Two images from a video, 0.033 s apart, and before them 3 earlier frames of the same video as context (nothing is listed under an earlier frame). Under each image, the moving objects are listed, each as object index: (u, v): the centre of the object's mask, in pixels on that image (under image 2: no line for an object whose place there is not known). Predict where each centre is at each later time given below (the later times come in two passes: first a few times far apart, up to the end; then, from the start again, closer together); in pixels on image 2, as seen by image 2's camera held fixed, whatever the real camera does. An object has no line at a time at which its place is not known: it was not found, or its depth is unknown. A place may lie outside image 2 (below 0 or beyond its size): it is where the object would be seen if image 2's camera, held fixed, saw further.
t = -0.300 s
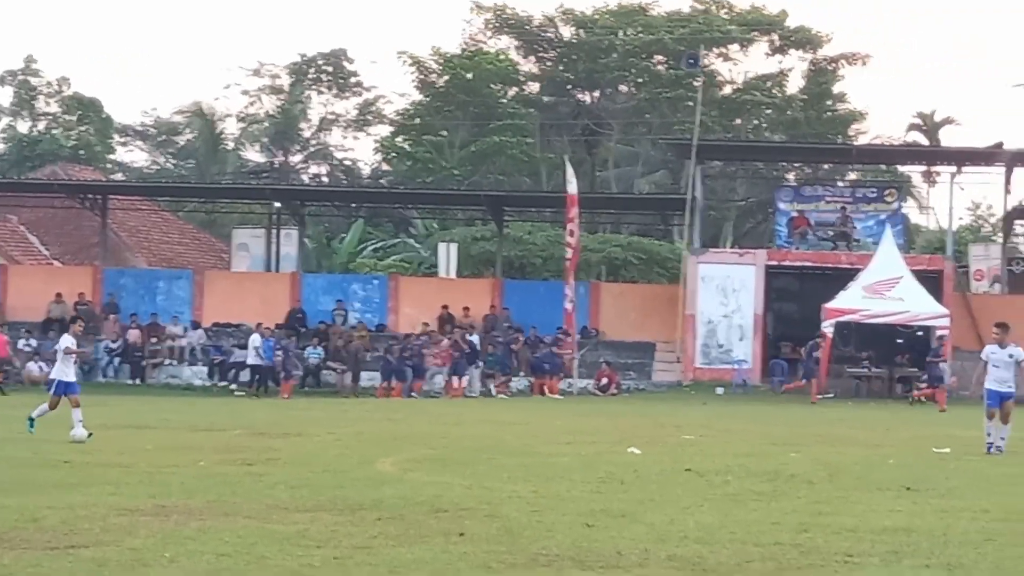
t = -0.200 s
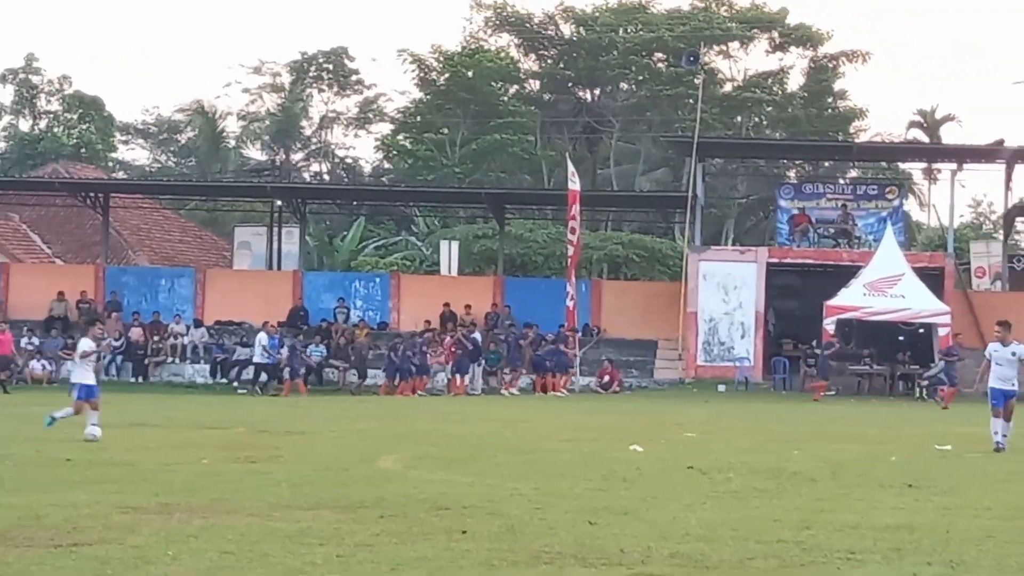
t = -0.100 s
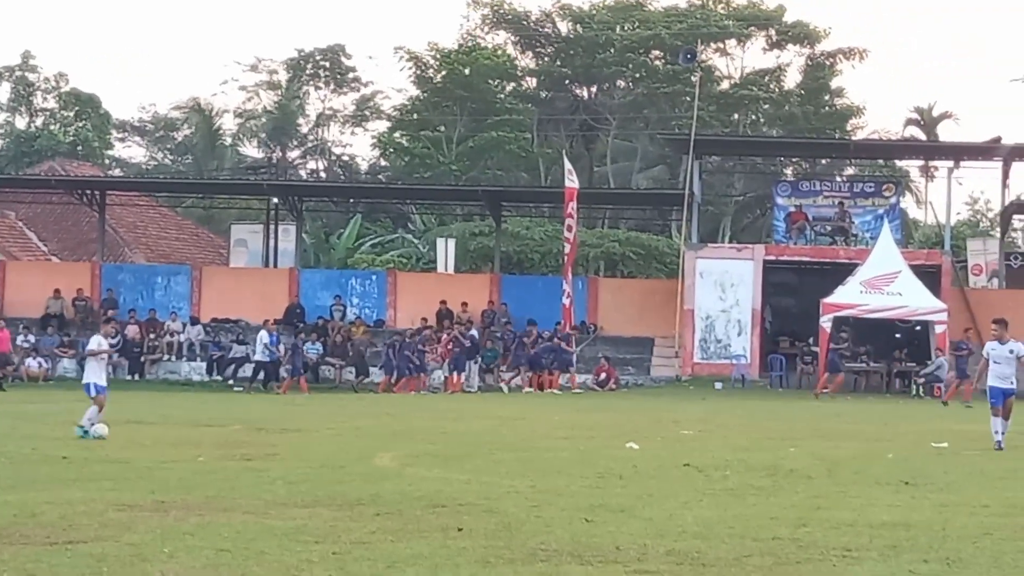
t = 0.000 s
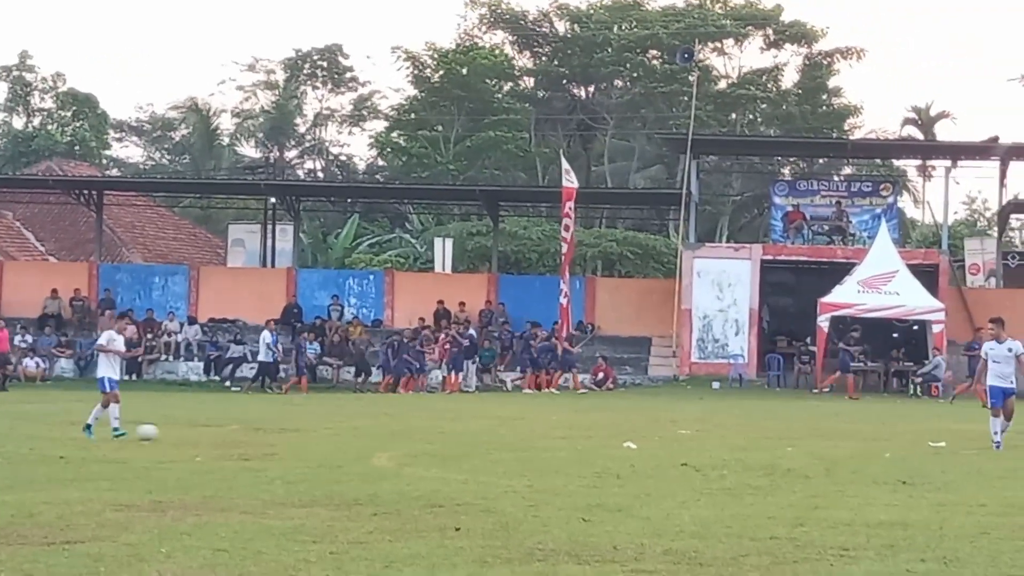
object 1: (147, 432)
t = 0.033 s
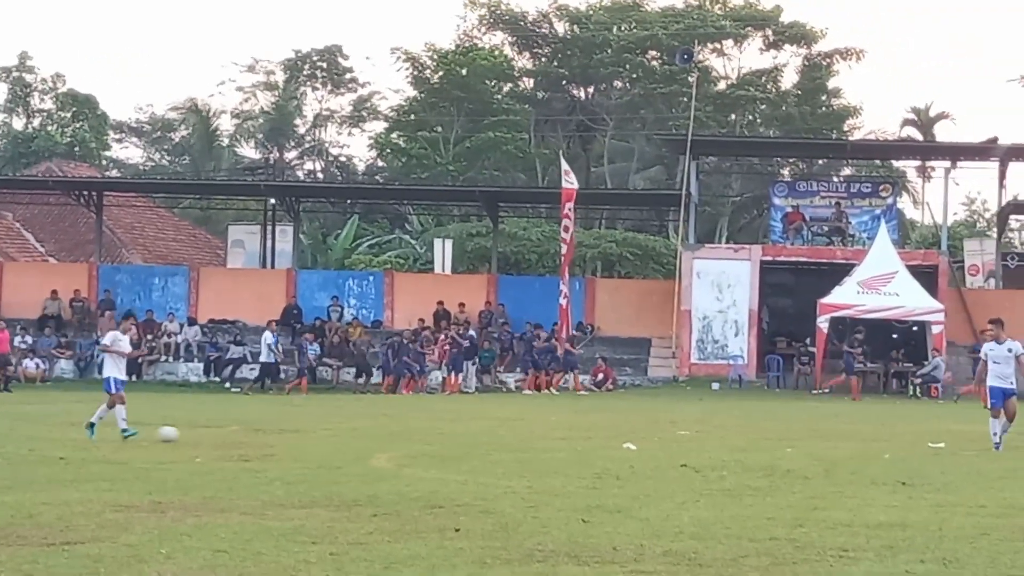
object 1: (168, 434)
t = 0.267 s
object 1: (291, 434)
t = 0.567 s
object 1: (409, 436)
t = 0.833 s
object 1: (496, 436)
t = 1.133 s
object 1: (589, 440)
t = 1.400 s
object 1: (667, 439)
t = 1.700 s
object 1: (751, 442)
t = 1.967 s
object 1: (823, 445)
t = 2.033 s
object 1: (841, 446)
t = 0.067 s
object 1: (187, 433)
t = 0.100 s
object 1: (206, 433)
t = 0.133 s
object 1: (225, 433)
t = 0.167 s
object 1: (242, 433)
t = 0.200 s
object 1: (260, 434)
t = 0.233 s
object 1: (277, 434)
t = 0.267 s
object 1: (291, 434)
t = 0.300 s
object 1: (307, 433)
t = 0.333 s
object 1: (322, 433)
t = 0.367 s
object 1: (337, 434)
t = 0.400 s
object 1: (350, 435)
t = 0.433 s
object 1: (362, 435)
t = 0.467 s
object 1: (375, 434)
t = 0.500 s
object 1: (387, 435)
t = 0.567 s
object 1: (409, 436)
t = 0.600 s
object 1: (421, 436)
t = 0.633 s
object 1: (432, 436)
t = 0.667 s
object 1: (443, 436)
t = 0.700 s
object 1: (454, 436)
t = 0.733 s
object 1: (464, 435)
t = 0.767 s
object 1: (475, 434)
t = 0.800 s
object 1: (485, 435)
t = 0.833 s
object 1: (496, 436)
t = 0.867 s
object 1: (506, 436)
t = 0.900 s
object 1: (517, 435)
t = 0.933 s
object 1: (527, 435)
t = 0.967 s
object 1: (538, 436)
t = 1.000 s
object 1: (547, 438)
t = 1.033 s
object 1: (558, 438)
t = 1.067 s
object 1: (568, 438)
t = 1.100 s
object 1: (578, 439)
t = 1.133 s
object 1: (589, 440)
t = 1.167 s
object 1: (599, 440)
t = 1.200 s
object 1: (609, 440)
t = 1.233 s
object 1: (619, 439)
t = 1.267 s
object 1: (629, 440)
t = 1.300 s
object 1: (638, 441)
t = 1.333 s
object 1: (648, 441)
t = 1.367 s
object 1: (658, 440)
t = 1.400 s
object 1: (667, 439)
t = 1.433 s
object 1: (677, 438)
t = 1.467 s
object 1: (687, 439)
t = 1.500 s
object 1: (695, 441)
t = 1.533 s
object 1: (706, 443)
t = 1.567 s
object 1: (714, 441)
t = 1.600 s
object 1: (723, 440)
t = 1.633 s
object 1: (732, 440)
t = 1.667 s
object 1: (742, 441)
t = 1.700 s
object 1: (751, 442)
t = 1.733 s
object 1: (759, 443)
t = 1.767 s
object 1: (769, 443)
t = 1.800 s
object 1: (777, 443)
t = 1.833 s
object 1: (787, 444)
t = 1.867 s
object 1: (796, 444)
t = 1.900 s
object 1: (805, 444)
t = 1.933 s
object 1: (814, 444)
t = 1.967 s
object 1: (823, 445)
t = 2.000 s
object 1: (832, 446)
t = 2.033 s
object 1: (841, 446)
